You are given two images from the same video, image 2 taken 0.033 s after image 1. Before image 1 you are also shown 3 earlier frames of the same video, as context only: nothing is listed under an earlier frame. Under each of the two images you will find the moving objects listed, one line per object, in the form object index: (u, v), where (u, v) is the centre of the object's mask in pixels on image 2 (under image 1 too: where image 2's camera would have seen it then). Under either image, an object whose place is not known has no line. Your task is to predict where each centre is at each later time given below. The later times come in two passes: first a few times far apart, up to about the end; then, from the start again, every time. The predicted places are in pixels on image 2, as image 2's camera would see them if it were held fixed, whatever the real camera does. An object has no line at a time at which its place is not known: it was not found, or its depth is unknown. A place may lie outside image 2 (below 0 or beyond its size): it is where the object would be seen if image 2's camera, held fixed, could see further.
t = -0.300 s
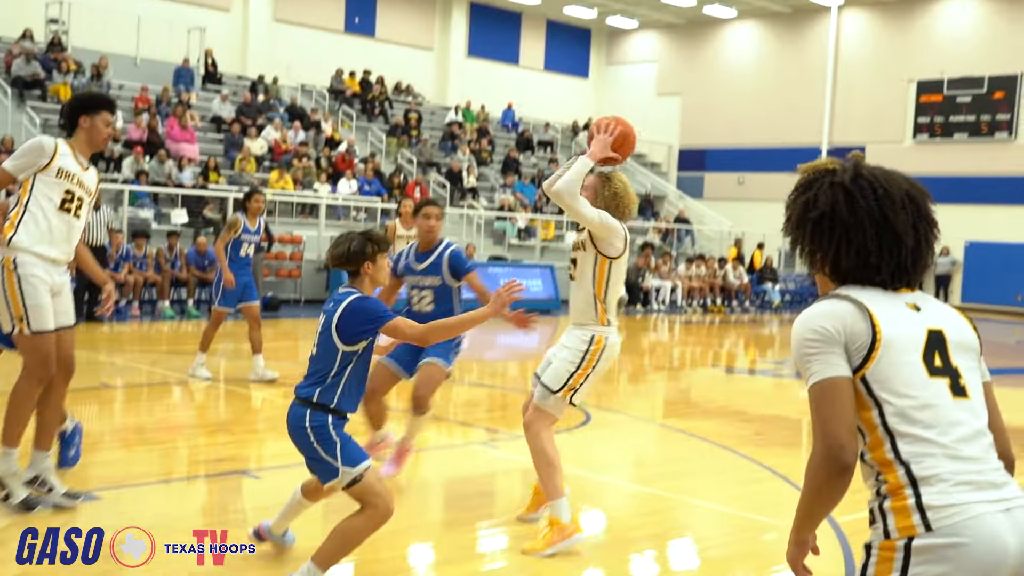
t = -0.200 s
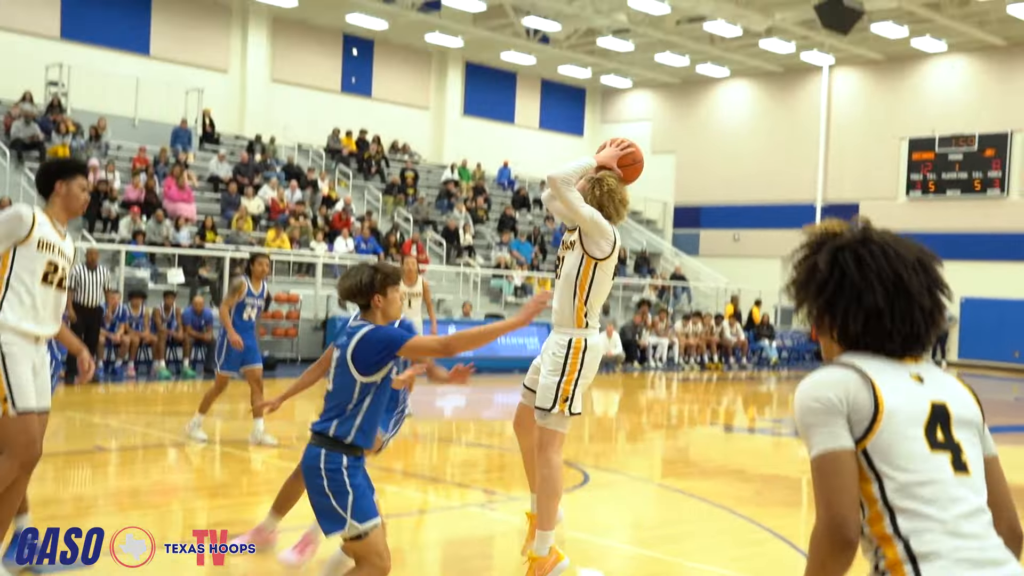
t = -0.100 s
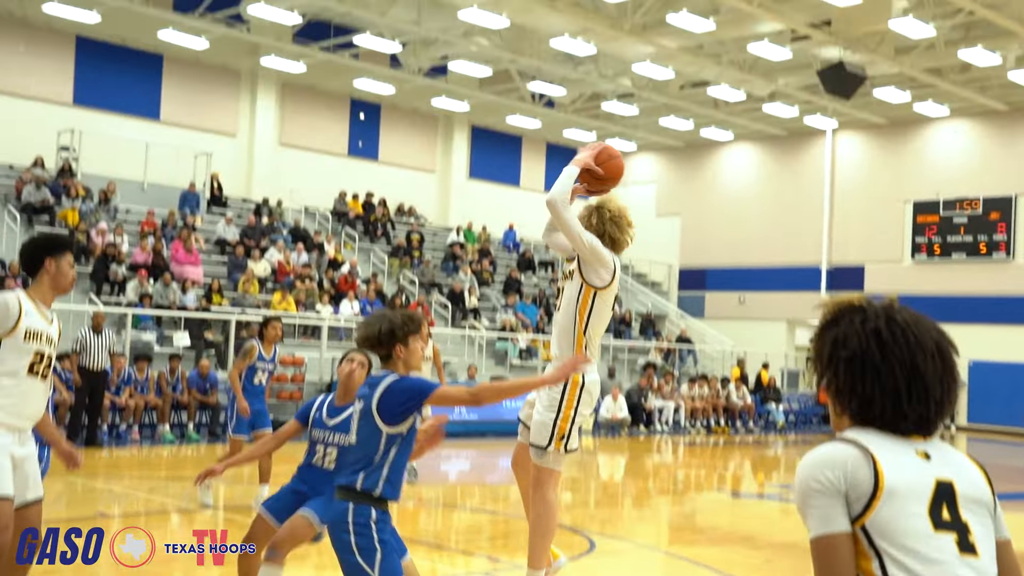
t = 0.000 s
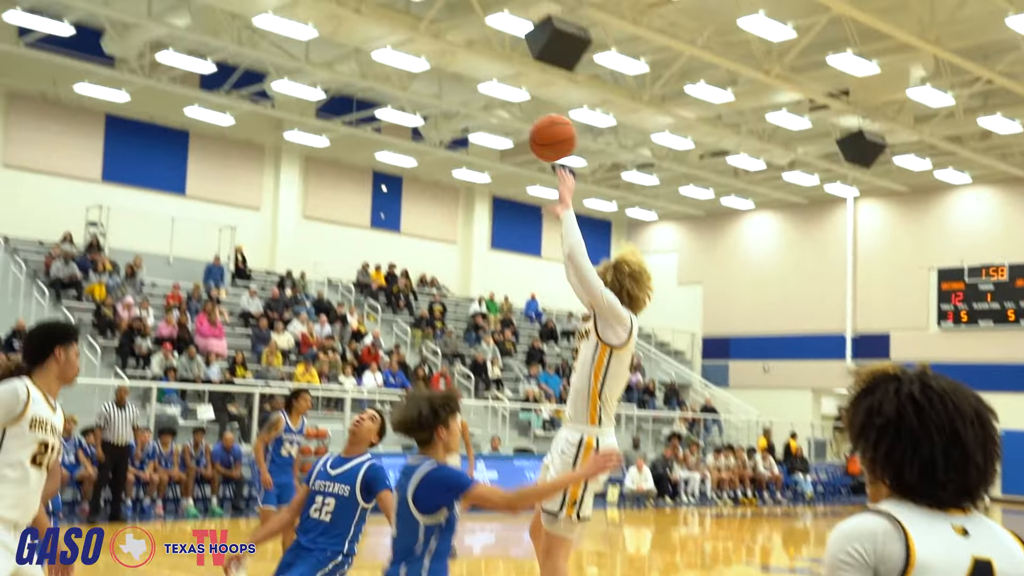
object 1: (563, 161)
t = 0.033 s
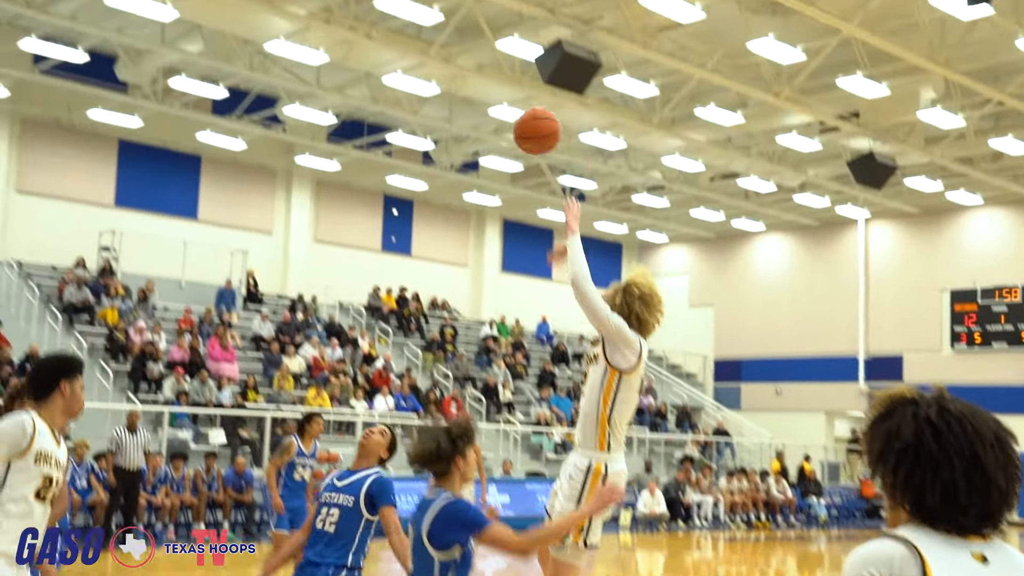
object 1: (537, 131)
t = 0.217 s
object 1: (402, 12)
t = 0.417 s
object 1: (271, -41)
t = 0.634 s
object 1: (138, -25)
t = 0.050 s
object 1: (524, 117)
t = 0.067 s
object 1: (511, 103)
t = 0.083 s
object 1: (498, 91)
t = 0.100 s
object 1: (486, 79)
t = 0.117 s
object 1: (473, 68)
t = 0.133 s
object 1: (461, 57)
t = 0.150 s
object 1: (449, 47)
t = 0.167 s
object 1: (438, 38)
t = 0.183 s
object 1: (426, 29)
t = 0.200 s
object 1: (414, 21)
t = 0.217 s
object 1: (402, 12)
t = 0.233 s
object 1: (390, 5)
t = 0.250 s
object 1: (379, -1)
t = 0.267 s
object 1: (368, -7)
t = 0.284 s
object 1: (357, -13)
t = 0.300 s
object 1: (346, -19)
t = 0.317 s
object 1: (335, -23)
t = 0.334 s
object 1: (324, -27)
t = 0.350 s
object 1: (313, -31)
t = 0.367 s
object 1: (302, -34)
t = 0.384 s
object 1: (292, -37)
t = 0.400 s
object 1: (282, -40)
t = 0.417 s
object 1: (271, -41)
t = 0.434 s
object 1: (260, -43)
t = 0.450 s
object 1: (250, -43)
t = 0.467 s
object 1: (239, -44)
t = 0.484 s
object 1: (229, -44)
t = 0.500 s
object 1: (219, -44)
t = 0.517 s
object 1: (208, -43)
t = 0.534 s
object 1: (198, -41)
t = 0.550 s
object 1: (189, -39)
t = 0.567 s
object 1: (179, -38)
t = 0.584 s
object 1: (169, -35)
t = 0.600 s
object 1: (158, -32)
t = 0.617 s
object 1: (148, -29)
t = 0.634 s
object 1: (138, -25)
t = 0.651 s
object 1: (128, -21)
